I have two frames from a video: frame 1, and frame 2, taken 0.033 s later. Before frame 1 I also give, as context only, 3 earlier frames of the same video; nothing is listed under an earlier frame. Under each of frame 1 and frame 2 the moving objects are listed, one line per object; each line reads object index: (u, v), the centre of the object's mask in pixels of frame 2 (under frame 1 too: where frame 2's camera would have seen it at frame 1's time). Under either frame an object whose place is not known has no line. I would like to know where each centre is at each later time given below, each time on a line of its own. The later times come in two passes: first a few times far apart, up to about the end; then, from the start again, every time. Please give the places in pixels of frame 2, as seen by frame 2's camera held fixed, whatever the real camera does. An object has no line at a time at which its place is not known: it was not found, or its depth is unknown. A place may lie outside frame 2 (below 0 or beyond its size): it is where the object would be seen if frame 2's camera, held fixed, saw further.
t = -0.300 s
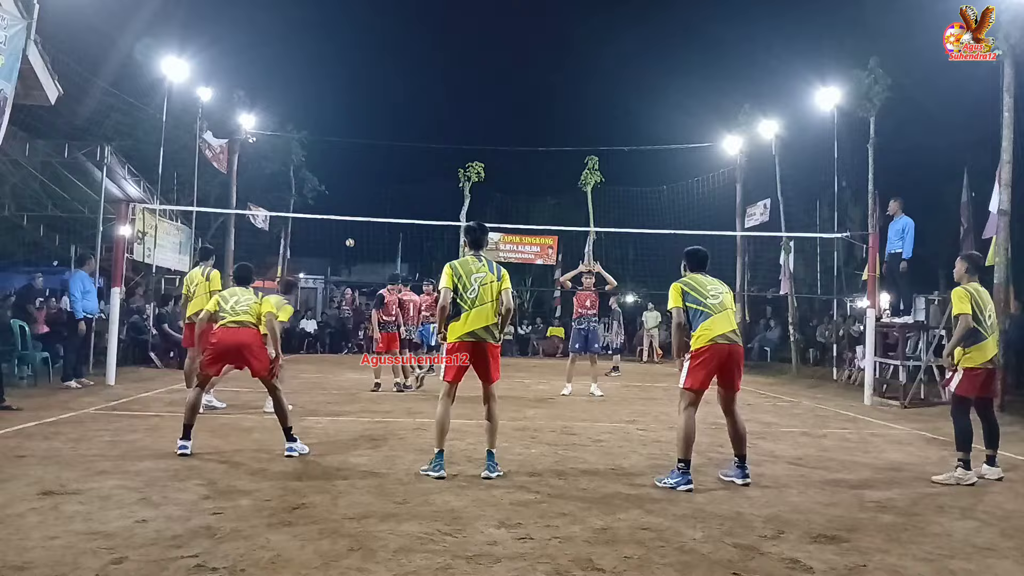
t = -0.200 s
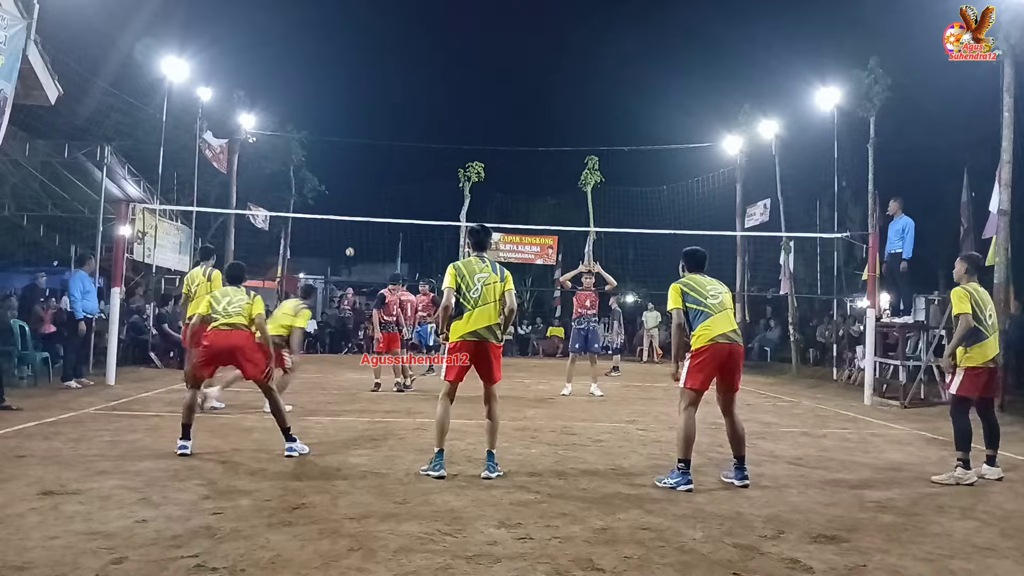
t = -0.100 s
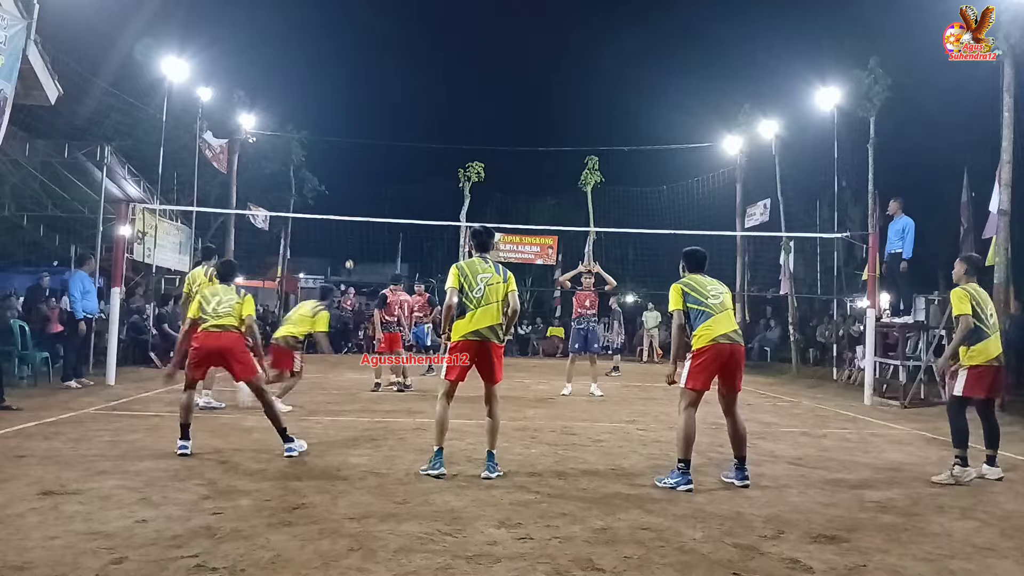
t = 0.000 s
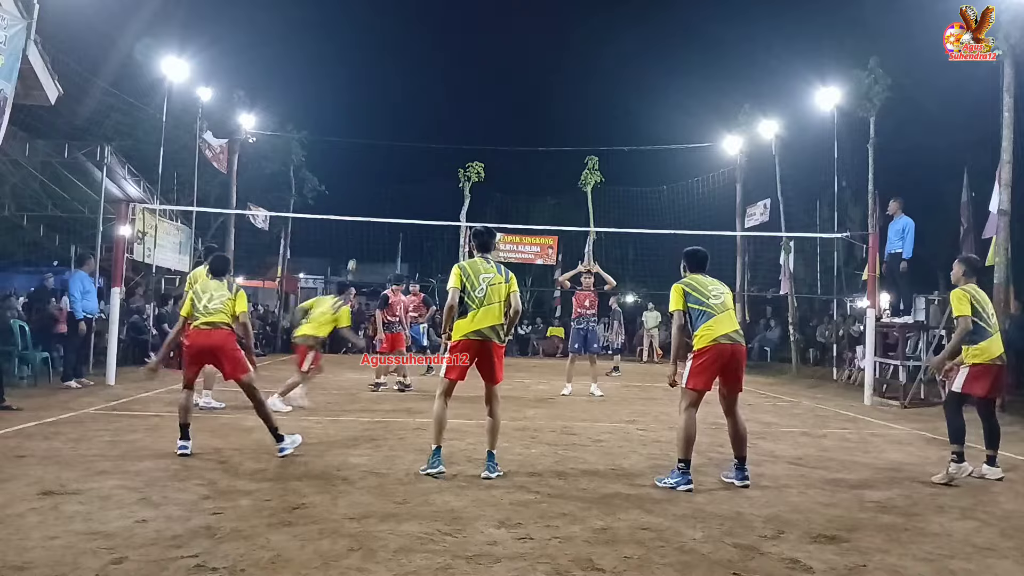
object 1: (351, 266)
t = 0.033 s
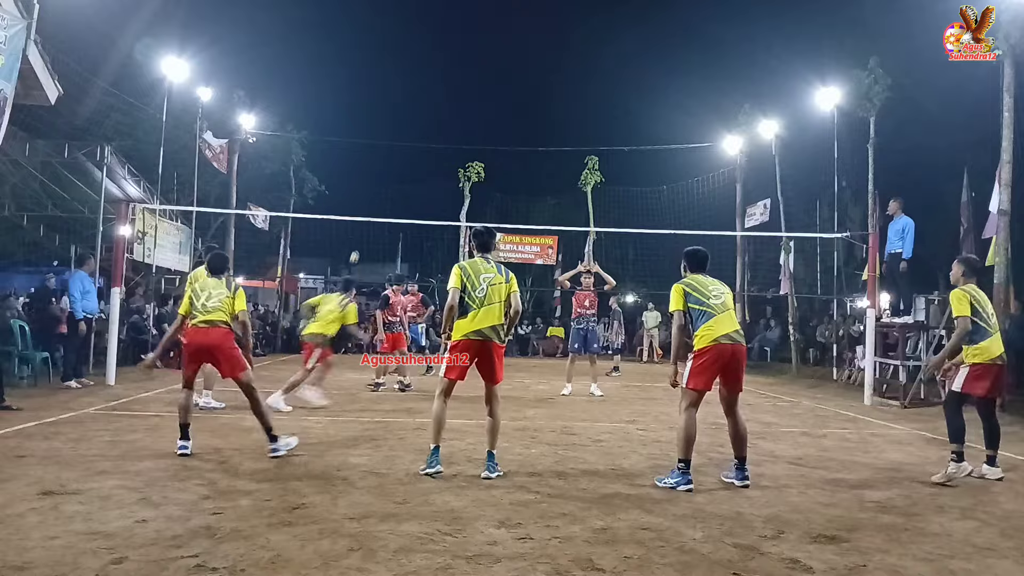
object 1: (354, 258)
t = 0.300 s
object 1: (386, 197)
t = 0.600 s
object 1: (445, 150)
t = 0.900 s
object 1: (536, 152)
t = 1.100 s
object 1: (630, 199)
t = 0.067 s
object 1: (357, 250)
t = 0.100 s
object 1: (360, 241)
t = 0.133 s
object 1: (364, 233)
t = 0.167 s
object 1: (367, 227)
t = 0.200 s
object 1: (371, 218)
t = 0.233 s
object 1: (376, 211)
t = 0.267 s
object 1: (380, 204)
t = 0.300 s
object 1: (386, 197)
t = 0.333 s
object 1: (391, 190)
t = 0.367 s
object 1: (396, 184)
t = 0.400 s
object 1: (402, 178)
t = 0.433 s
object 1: (409, 172)
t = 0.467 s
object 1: (415, 167)
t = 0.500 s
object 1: (422, 162)
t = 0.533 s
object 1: (430, 157)
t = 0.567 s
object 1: (437, 154)
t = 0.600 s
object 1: (445, 150)
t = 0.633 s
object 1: (454, 147)
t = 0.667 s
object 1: (462, 146)
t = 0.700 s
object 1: (471, 144)
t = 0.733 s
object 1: (481, 144)
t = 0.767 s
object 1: (490, 144)
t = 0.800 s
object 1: (501, 145)
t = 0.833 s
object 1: (513, 146)
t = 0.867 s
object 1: (523, 149)
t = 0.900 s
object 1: (536, 152)
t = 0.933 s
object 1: (550, 156)
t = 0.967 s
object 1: (563, 161)
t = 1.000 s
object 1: (577, 168)
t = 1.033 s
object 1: (595, 177)
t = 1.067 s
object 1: (612, 187)
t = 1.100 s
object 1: (630, 199)
